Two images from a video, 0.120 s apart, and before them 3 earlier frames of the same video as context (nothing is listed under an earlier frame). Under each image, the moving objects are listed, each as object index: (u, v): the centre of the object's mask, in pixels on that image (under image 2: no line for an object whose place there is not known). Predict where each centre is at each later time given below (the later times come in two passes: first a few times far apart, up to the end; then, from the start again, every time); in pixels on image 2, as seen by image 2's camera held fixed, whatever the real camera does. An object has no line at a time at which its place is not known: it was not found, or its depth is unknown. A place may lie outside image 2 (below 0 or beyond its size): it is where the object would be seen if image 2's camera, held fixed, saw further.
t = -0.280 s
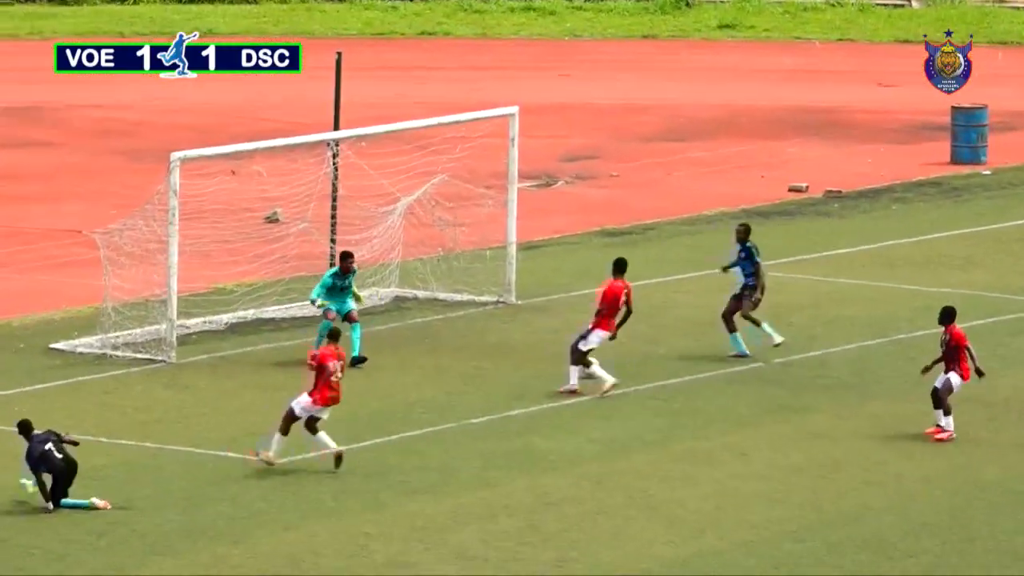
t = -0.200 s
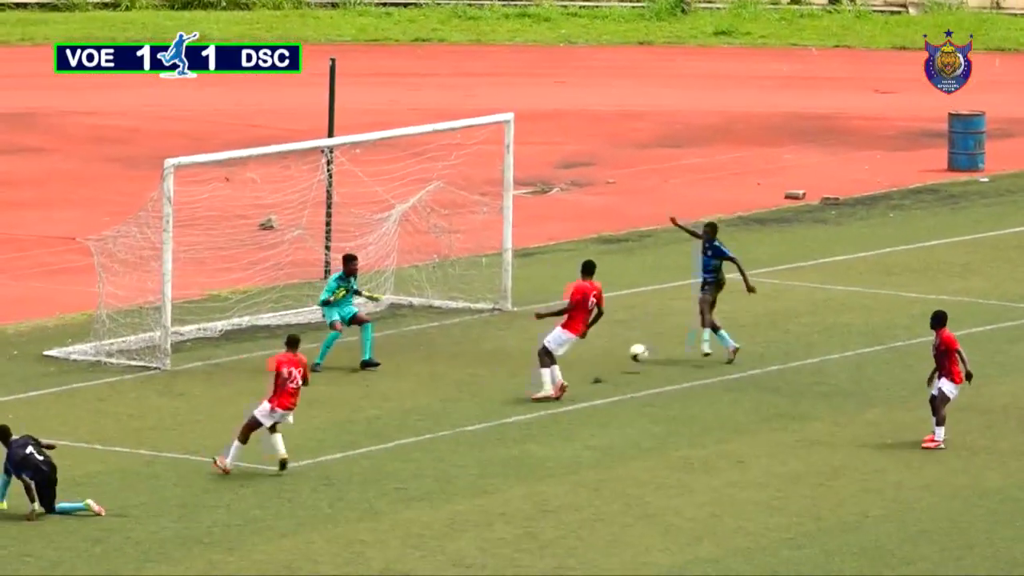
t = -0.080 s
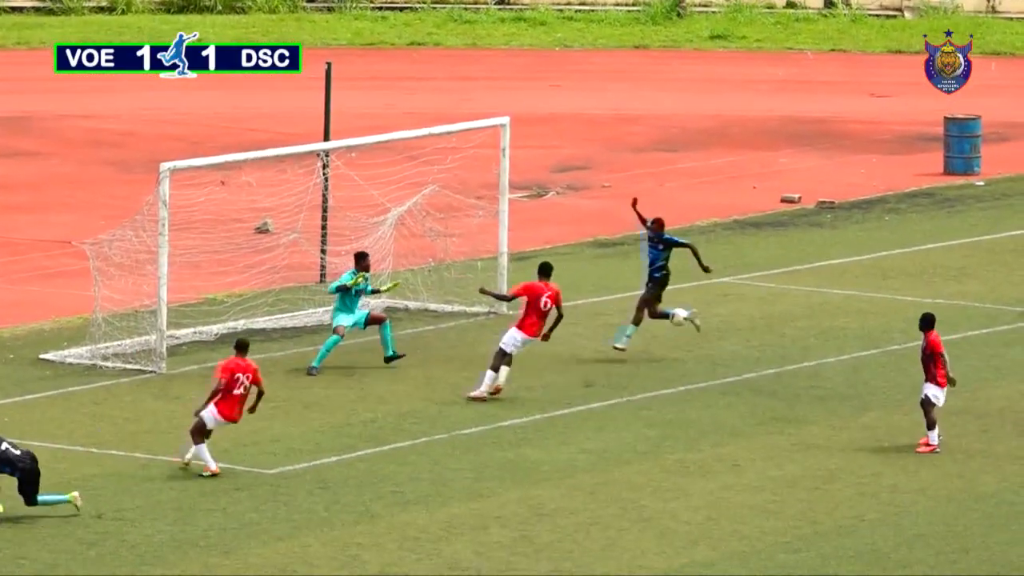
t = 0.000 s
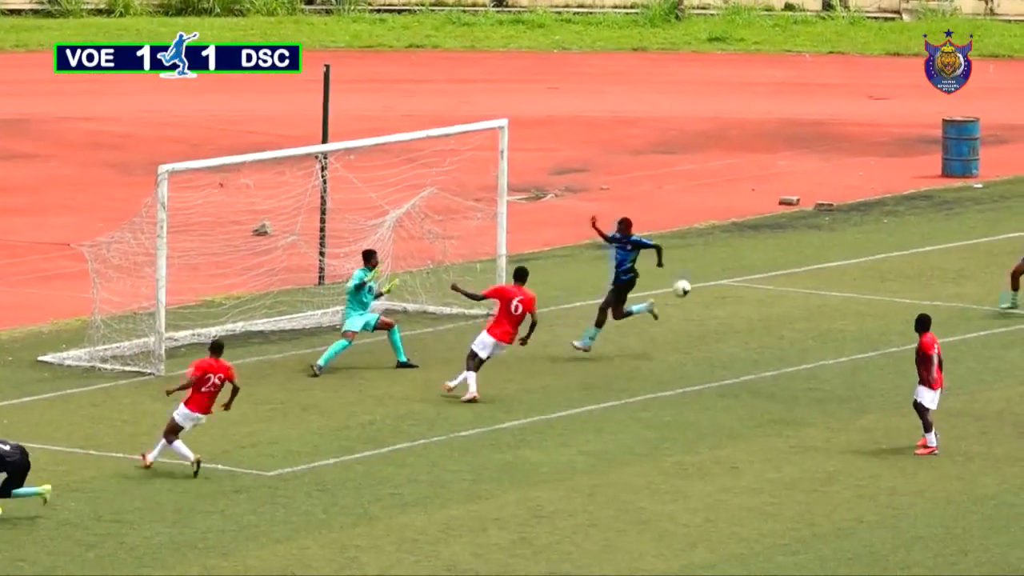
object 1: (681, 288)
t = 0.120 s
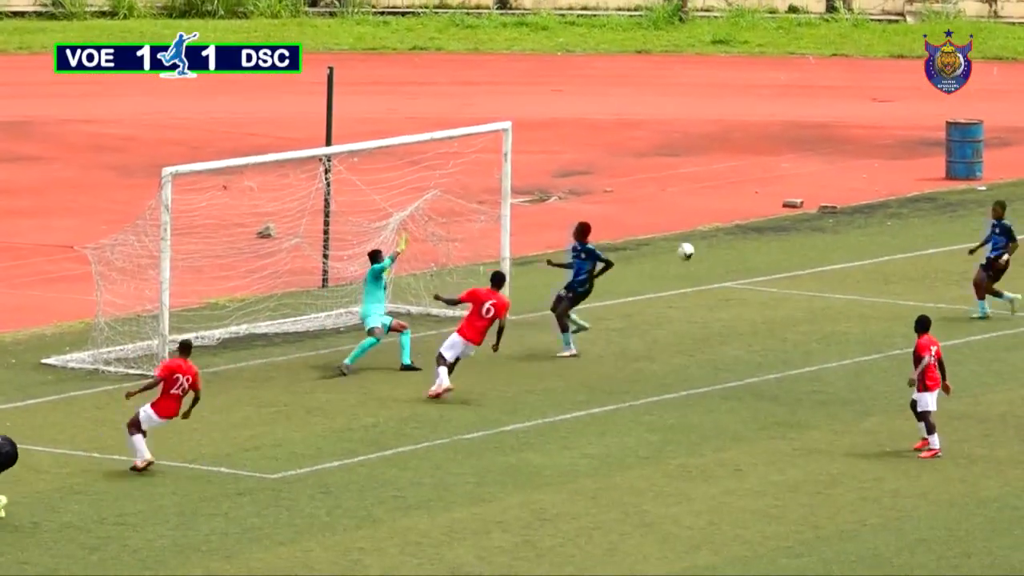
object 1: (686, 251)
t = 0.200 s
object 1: (685, 232)
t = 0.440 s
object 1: (685, 205)
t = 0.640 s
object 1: (685, 217)
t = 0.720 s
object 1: (685, 231)
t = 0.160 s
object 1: (685, 240)
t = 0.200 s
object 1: (685, 232)
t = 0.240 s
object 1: (685, 224)
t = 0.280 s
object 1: (685, 218)
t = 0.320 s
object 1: (685, 213)
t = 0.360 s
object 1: (685, 209)
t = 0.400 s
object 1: (685, 208)
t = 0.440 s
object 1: (685, 205)
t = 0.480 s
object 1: (685, 205)
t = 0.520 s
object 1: (685, 206)
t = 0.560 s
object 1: (684, 209)
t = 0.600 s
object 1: (685, 213)
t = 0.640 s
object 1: (685, 217)
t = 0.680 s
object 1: (684, 224)
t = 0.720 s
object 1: (685, 231)
